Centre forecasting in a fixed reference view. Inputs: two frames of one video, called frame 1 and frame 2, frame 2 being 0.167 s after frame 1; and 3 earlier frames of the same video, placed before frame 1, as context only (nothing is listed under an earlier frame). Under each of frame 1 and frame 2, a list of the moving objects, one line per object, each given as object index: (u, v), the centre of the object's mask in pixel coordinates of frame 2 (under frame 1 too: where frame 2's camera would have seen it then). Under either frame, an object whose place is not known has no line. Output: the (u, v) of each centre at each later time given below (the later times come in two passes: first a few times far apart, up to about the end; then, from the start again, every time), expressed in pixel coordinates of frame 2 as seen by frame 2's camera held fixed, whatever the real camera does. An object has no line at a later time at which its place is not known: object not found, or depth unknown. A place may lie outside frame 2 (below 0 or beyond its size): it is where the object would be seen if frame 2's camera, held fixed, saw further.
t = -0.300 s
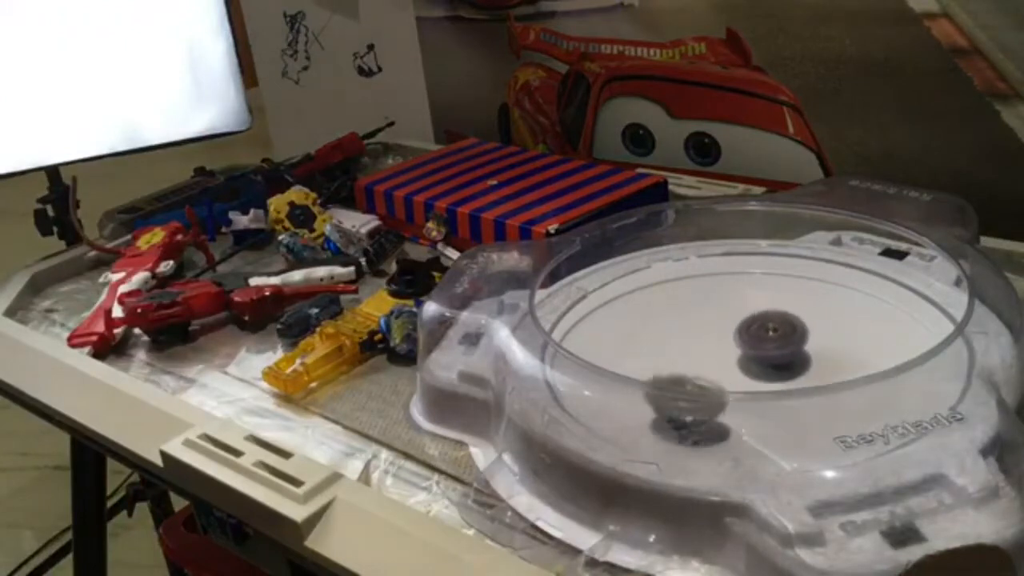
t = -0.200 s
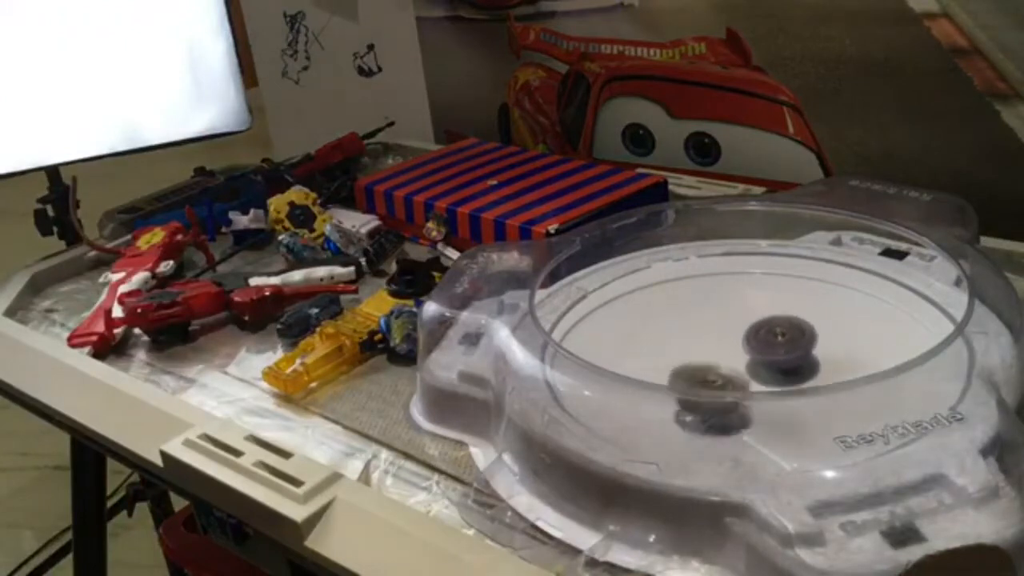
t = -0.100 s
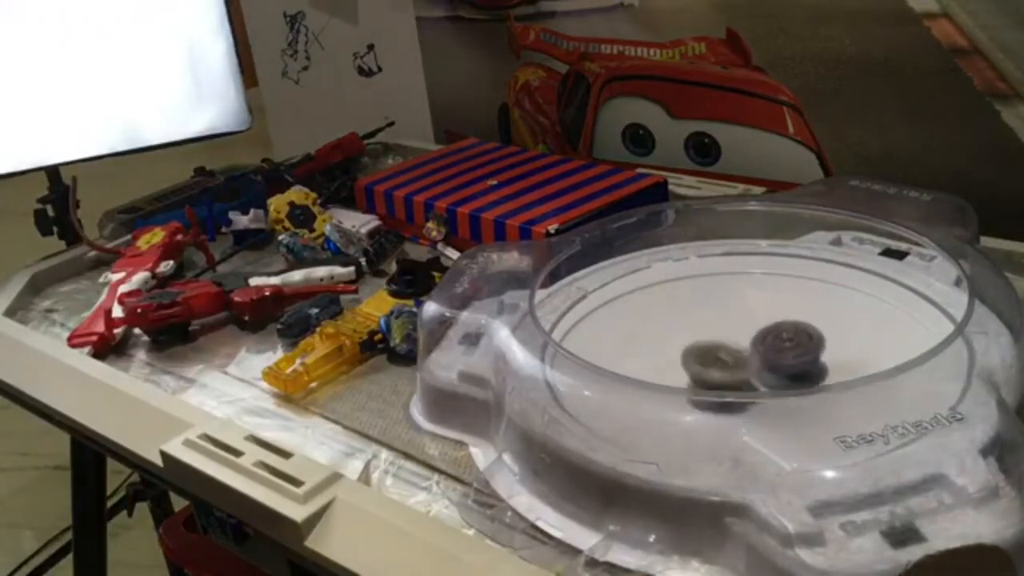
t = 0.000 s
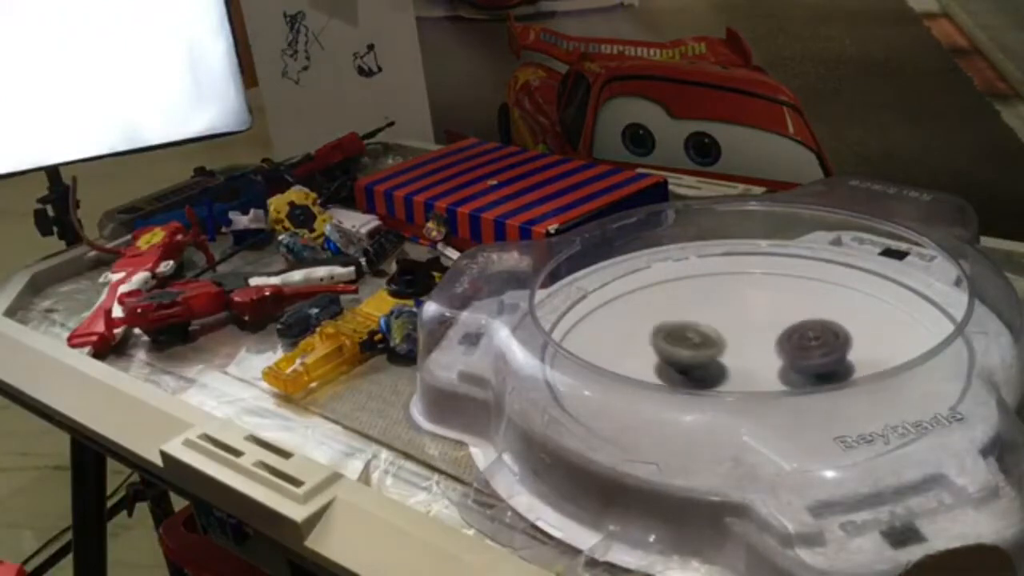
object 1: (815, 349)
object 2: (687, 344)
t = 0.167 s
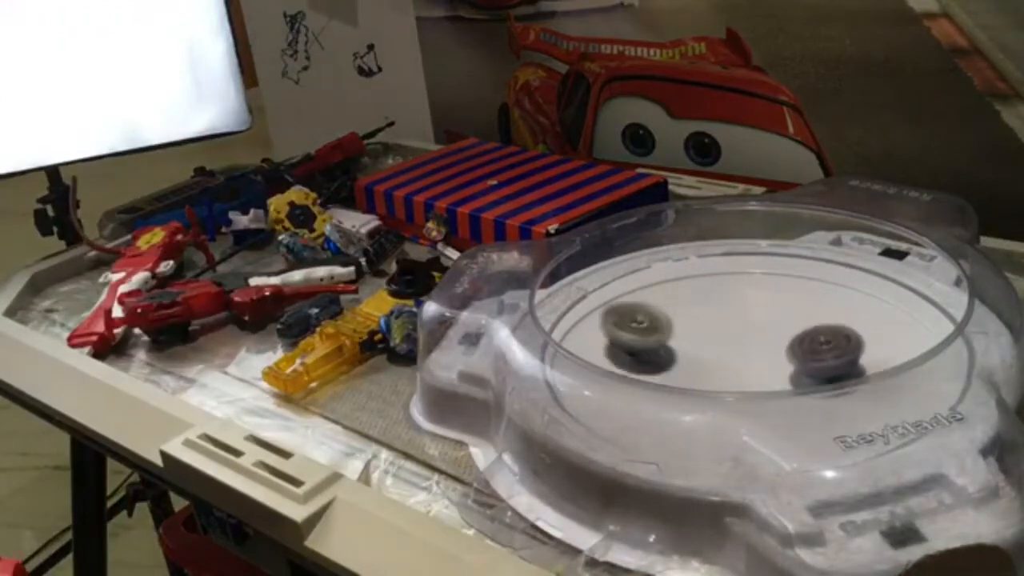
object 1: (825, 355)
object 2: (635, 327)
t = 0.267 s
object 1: (824, 358)
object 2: (631, 334)
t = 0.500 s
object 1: (801, 367)
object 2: (725, 343)
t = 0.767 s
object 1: (789, 393)
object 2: (735, 284)
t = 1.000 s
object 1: (748, 390)
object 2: (728, 307)
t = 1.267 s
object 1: (703, 371)
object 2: (806, 355)
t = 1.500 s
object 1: (687, 359)
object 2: (857, 363)
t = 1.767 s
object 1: (692, 335)
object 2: (787, 367)
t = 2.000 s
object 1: (713, 323)
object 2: (697, 371)
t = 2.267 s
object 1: (749, 333)
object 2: (680, 375)
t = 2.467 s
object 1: (784, 346)
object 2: (714, 357)
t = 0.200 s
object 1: (826, 356)
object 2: (631, 327)
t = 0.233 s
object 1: (826, 356)
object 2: (629, 329)
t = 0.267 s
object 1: (824, 358)
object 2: (631, 334)
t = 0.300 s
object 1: (822, 359)
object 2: (638, 338)
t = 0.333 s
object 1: (820, 360)
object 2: (649, 341)
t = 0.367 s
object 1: (817, 362)
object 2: (664, 345)
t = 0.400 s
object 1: (813, 363)
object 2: (679, 347)
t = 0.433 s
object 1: (810, 364)
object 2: (695, 346)
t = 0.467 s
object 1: (806, 365)
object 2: (711, 345)
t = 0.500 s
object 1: (801, 367)
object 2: (725, 343)
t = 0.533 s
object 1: (796, 369)
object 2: (739, 337)
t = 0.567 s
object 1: (801, 378)
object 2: (745, 328)
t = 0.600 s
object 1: (803, 383)
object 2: (747, 318)
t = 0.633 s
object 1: (802, 387)
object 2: (747, 310)
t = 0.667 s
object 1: (800, 390)
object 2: (745, 302)
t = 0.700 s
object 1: (797, 391)
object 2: (743, 295)
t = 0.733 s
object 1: (794, 392)
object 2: (739, 290)
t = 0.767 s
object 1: (789, 393)
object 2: (735, 284)
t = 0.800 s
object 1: (784, 393)
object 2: (731, 282)
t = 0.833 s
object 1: (778, 393)
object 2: (729, 283)
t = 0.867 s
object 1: (772, 393)
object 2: (726, 285)
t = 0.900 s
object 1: (767, 393)
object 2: (724, 288)
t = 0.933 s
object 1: (761, 392)
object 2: (723, 292)
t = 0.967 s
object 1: (754, 391)
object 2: (725, 299)
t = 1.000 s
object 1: (748, 390)
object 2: (728, 307)
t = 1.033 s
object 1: (741, 390)
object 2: (734, 317)
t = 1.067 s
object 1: (735, 389)
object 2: (741, 324)
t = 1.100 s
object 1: (729, 381)
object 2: (750, 330)
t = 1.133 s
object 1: (723, 377)
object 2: (761, 337)
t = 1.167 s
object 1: (715, 375)
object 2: (772, 342)
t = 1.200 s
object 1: (711, 374)
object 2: (784, 347)
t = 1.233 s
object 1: (707, 372)
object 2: (796, 352)
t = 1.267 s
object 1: (703, 371)
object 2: (806, 355)
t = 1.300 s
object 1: (699, 369)
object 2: (817, 360)
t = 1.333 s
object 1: (697, 368)
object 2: (828, 362)
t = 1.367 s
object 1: (694, 366)
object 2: (836, 365)
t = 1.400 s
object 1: (691, 364)
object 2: (845, 364)
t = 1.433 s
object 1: (690, 362)
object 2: (852, 364)
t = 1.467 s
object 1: (688, 361)
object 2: (856, 363)
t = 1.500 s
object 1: (687, 359)
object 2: (857, 363)
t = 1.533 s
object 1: (686, 357)
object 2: (854, 364)
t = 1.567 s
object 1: (685, 354)
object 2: (850, 364)
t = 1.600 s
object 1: (686, 352)
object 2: (846, 364)
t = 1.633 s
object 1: (686, 348)
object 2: (838, 365)
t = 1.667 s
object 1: (687, 345)
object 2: (827, 364)
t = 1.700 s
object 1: (689, 342)
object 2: (815, 365)
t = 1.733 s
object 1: (690, 338)
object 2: (802, 367)
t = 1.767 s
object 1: (692, 335)
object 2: (787, 367)
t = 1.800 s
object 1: (694, 333)
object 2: (774, 368)
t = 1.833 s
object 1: (696, 331)
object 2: (760, 369)
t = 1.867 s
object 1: (698, 327)
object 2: (747, 370)
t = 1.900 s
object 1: (700, 325)
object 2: (733, 370)
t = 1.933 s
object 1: (705, 322)
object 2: (720, 371)
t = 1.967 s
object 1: (709, 322)
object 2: (708, 371)
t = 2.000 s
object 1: (713, 323)
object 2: (697, 371)
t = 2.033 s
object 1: (717, 323)
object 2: (686, 373)
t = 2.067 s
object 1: (721, 324)
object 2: (680, 374)
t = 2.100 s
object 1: (724, 325)
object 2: (675, 374)
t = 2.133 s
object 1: (729, 327)
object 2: (672, 374)
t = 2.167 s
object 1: (733, 328)
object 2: (671, 375)
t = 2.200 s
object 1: (739, 329)
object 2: (672, 374)
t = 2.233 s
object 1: (744, 331)
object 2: (674, 375)
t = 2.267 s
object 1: (749, 333)
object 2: (680, 375)
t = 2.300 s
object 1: (754, 336)
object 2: (688, 374)
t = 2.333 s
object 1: (760, 338)
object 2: (696, 372)
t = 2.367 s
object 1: (766, 339)
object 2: (702, 369)
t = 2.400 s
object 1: (772, 342)
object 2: (709, 366)
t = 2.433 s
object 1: (778, 344)
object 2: (714, 363)
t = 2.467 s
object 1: (784, 346)
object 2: (714, 357)
